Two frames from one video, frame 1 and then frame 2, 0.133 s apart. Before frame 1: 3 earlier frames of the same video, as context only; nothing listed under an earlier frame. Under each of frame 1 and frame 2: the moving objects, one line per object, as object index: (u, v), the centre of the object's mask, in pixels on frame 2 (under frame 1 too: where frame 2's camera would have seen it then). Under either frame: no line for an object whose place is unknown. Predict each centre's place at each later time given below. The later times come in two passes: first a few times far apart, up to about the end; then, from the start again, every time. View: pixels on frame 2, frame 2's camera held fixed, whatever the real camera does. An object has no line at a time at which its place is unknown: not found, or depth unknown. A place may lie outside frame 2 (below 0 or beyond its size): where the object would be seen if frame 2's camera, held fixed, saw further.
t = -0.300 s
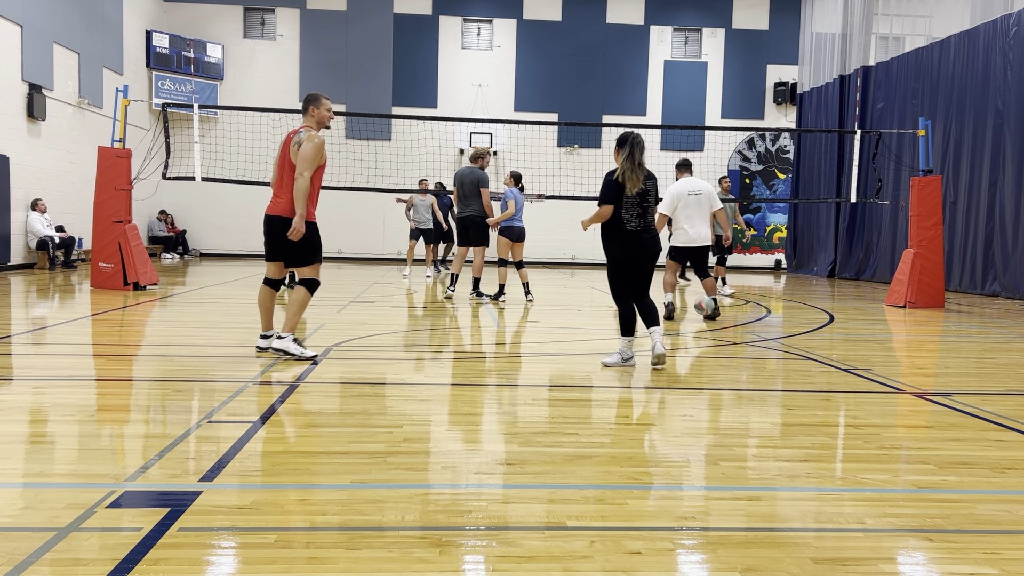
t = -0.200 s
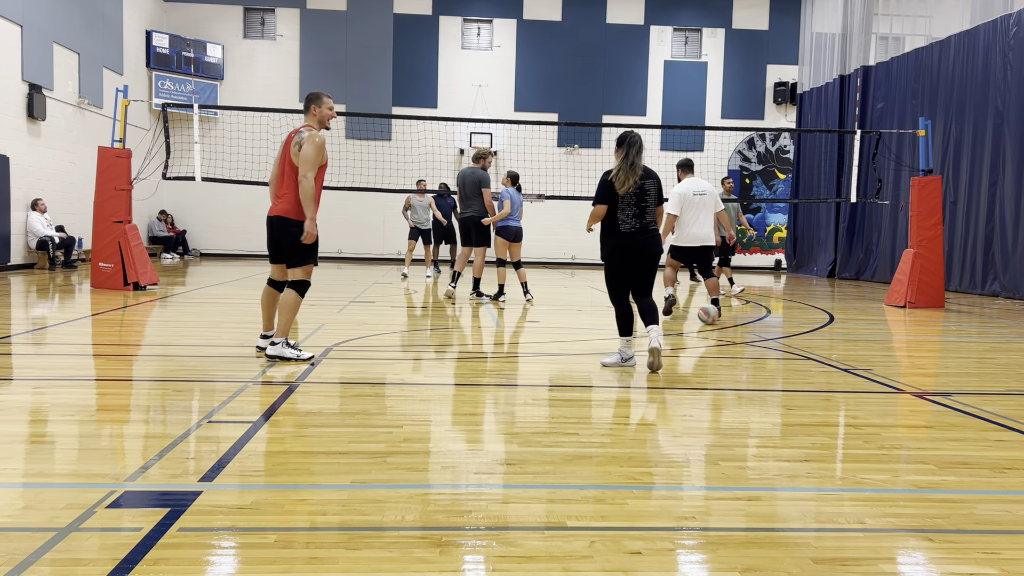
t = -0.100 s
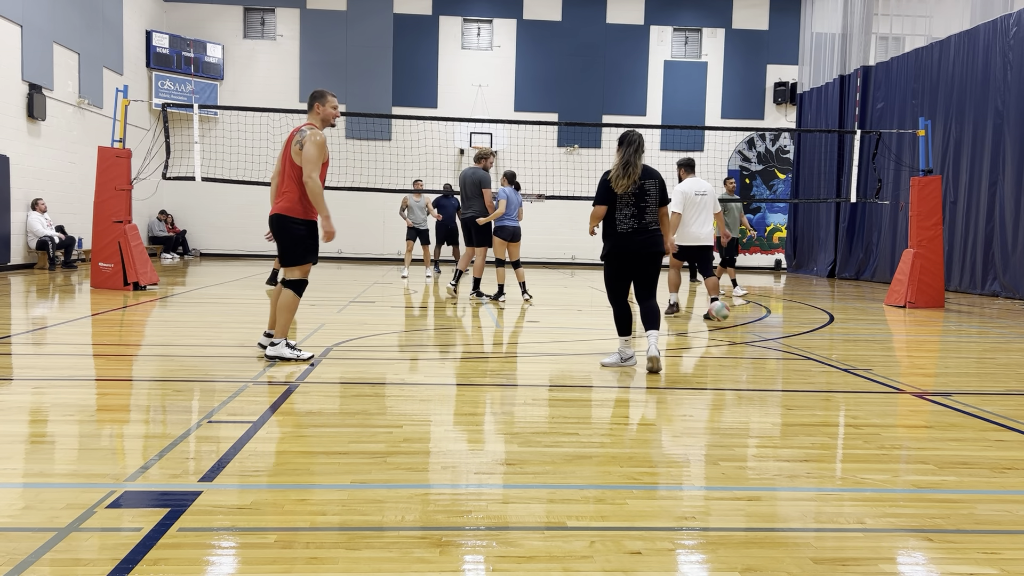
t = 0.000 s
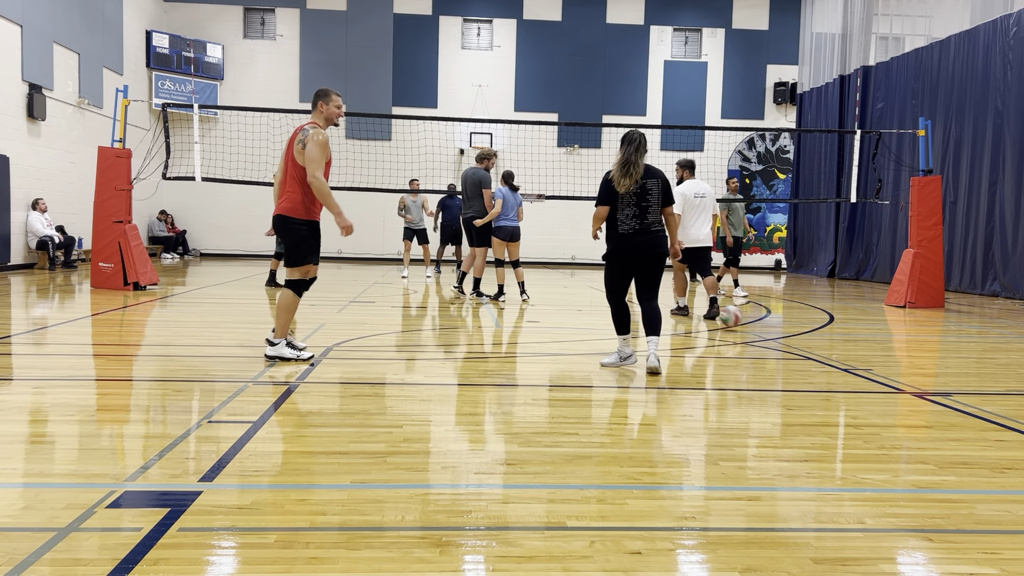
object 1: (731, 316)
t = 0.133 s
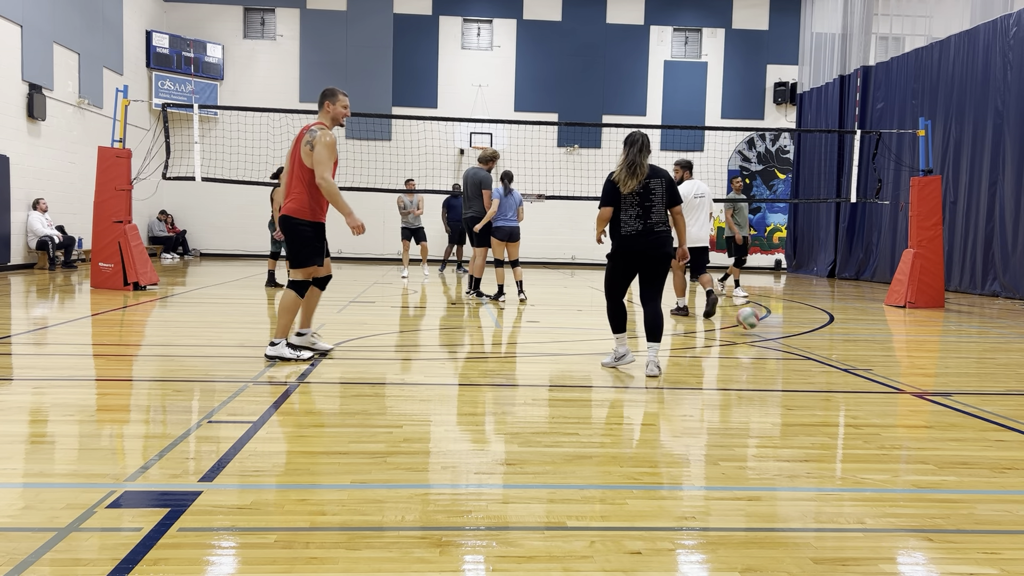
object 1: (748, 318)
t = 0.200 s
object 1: (756, 321)
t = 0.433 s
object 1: (791, 333)
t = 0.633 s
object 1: (824, 339)
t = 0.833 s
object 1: (862, 347)
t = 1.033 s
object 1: (906, 357)
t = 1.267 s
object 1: (965, 370)
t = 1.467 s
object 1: (1015, 382)
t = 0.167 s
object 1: (752, 319)
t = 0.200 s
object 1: (756, 321)
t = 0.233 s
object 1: (760, 325)
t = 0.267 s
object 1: (765, 328)
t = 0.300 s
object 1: (771, 326)
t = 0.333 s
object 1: (775, 326)
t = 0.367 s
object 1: (780, 327)
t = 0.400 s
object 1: (785, 329)
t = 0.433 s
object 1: (791, 333)
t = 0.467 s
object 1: (796, 333)
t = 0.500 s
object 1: (802, 332)
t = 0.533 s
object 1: (807, 333)
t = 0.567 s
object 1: (812, 335)
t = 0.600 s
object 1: (818, 339)
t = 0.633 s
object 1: (824, 339)
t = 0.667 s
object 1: (831, 339)
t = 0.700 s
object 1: (836, 340)
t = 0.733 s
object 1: (843, 342)
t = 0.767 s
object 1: (849, 346)
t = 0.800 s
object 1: (856, 346)
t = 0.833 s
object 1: (862, 347)
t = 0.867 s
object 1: (869, 349)
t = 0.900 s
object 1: (876, 352)
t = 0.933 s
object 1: (883, 352)
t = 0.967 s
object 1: (891, 353)
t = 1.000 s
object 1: (898, 356)
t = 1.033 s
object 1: (906, 357)
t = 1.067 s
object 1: (914, 360)
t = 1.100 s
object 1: (921, 361)
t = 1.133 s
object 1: (929, 363)
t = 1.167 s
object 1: (938, 365)
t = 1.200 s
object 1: (947, 367)
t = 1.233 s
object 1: (956, 368)
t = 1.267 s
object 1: (965, 370)
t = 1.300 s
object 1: (975, 372)
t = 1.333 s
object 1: (984, 374)
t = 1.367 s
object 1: (993, 377)
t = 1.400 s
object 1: (1003, 378)
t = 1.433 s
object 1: (1010, 381)
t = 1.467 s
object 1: (1015, 382)
